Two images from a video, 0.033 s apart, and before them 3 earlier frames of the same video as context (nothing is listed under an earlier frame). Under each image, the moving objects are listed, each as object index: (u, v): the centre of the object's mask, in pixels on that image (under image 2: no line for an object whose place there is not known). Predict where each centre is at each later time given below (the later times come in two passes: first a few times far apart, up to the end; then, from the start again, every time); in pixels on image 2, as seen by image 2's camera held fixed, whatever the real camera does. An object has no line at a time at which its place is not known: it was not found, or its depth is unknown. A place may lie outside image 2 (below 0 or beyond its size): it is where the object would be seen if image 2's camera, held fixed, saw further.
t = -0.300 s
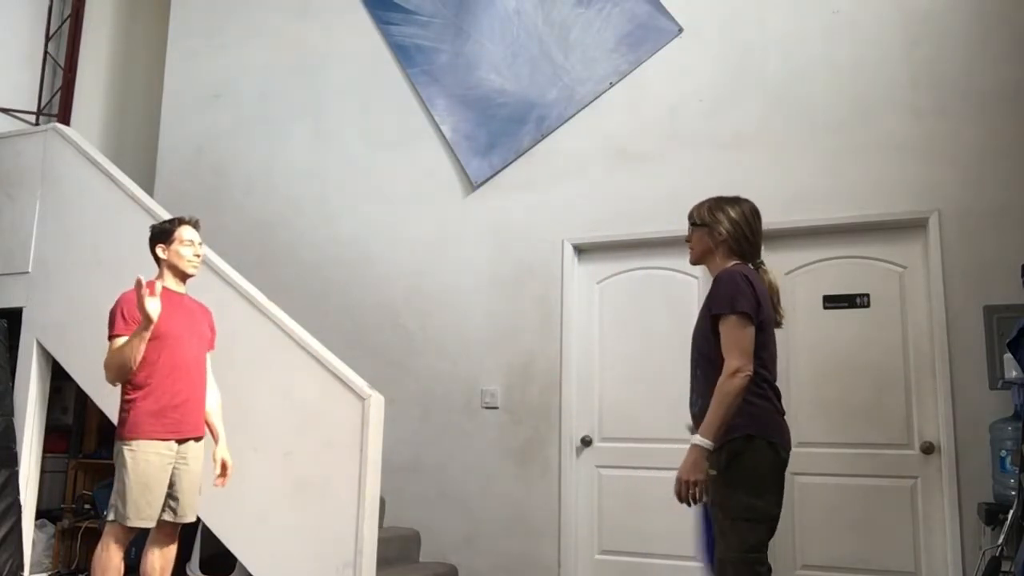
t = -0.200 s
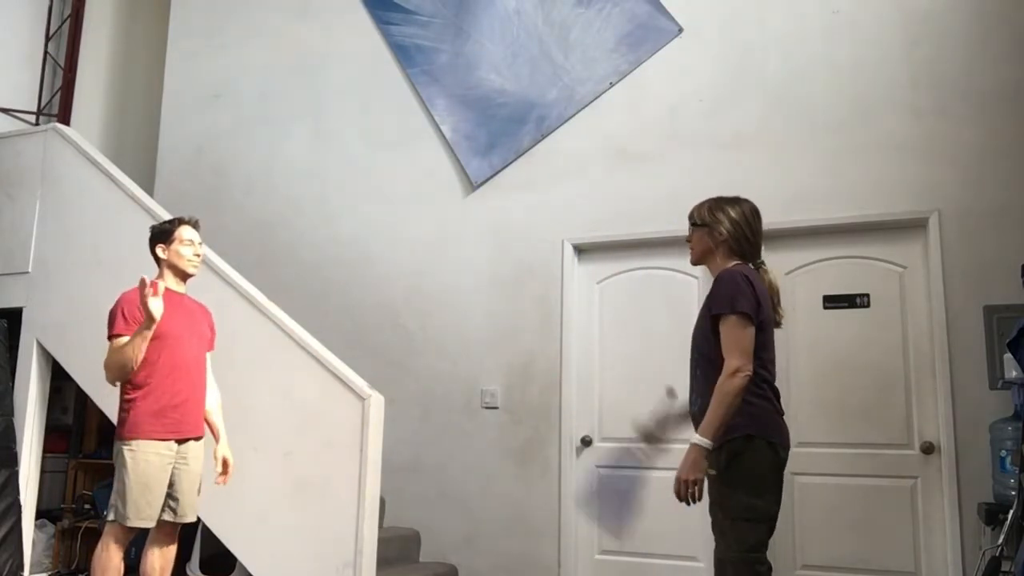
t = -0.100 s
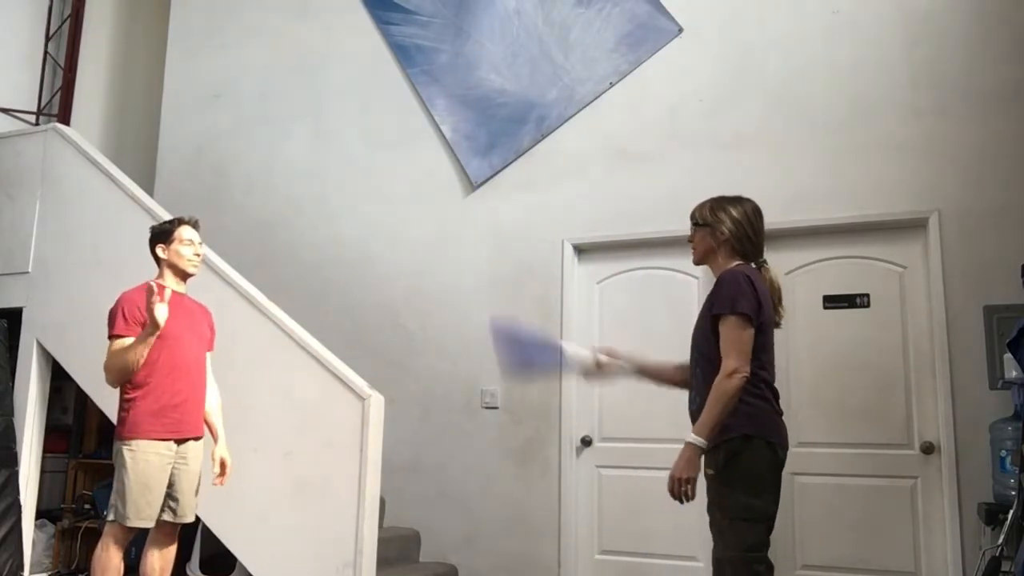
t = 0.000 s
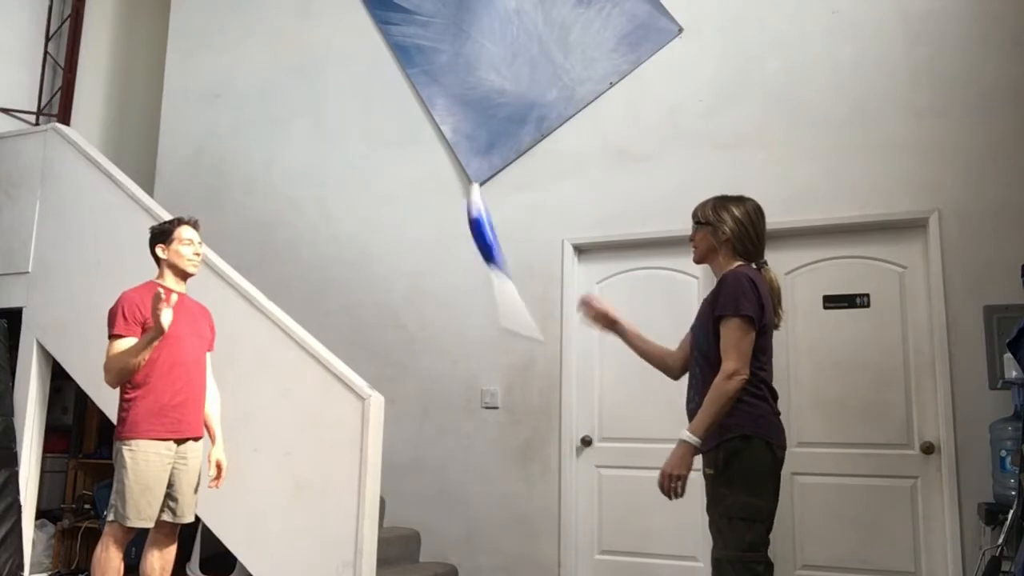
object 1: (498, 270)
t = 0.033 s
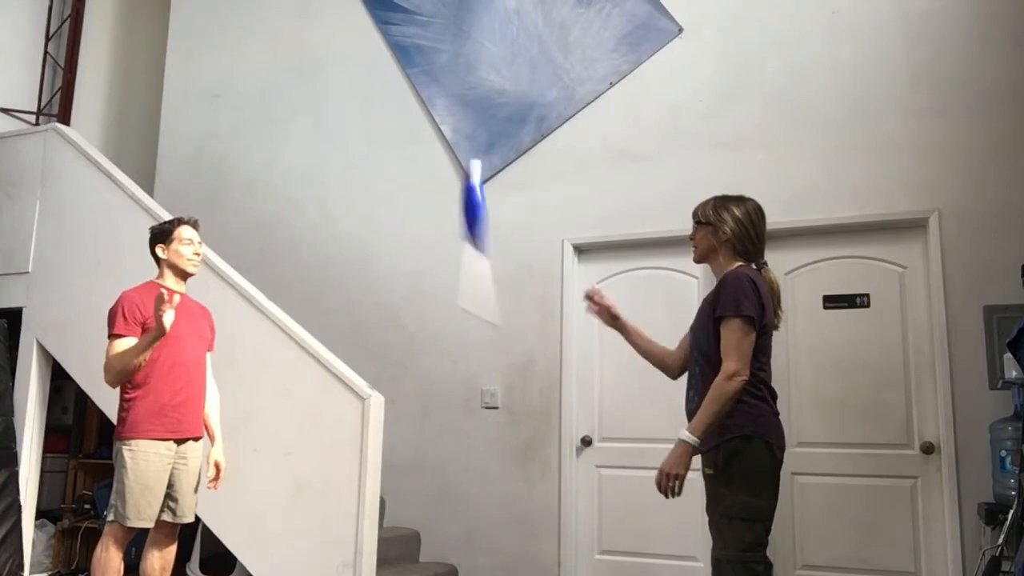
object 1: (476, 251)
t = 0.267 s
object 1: (356, 153)
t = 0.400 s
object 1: (283, 170)
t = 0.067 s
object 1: (452, 230)
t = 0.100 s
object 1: (429, 209)
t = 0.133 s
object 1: (406, 189)
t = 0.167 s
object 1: (390, 170)
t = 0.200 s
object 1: (379, 157)
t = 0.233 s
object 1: (370, 152)
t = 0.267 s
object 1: (356, 153)
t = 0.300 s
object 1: (338, 158)
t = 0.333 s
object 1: (318, 163)
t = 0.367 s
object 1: (300, 167)
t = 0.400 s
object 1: (283, 170)
